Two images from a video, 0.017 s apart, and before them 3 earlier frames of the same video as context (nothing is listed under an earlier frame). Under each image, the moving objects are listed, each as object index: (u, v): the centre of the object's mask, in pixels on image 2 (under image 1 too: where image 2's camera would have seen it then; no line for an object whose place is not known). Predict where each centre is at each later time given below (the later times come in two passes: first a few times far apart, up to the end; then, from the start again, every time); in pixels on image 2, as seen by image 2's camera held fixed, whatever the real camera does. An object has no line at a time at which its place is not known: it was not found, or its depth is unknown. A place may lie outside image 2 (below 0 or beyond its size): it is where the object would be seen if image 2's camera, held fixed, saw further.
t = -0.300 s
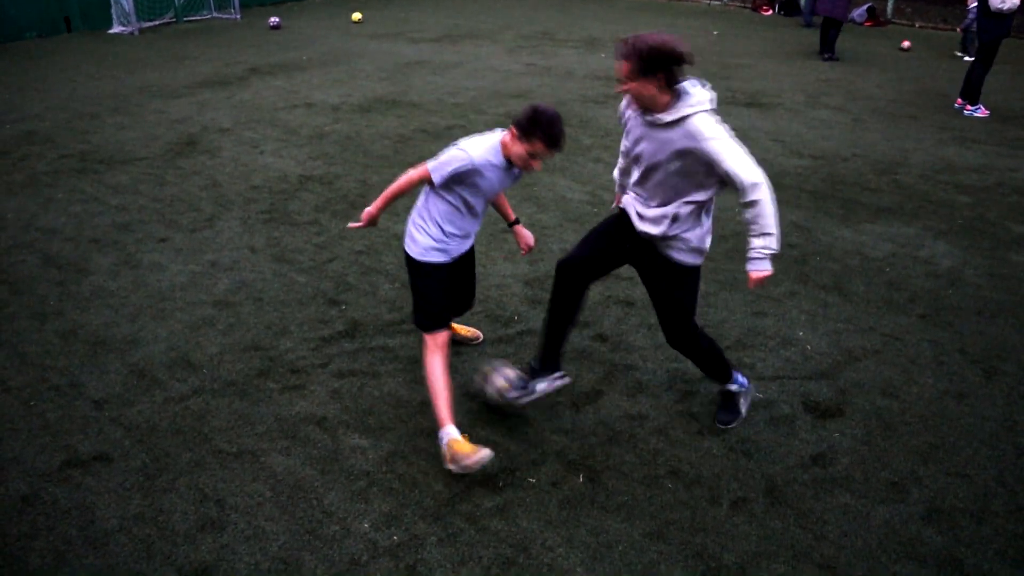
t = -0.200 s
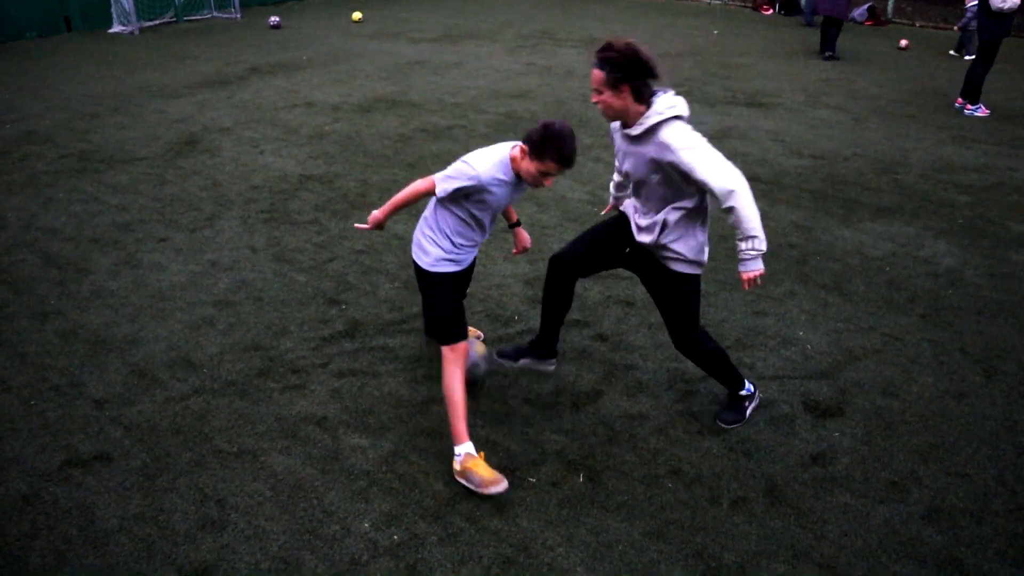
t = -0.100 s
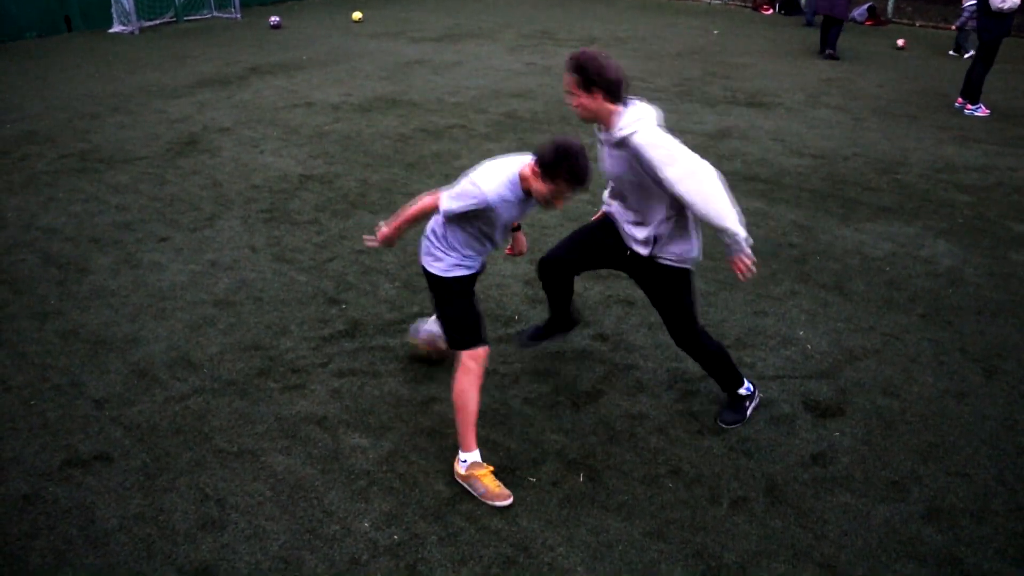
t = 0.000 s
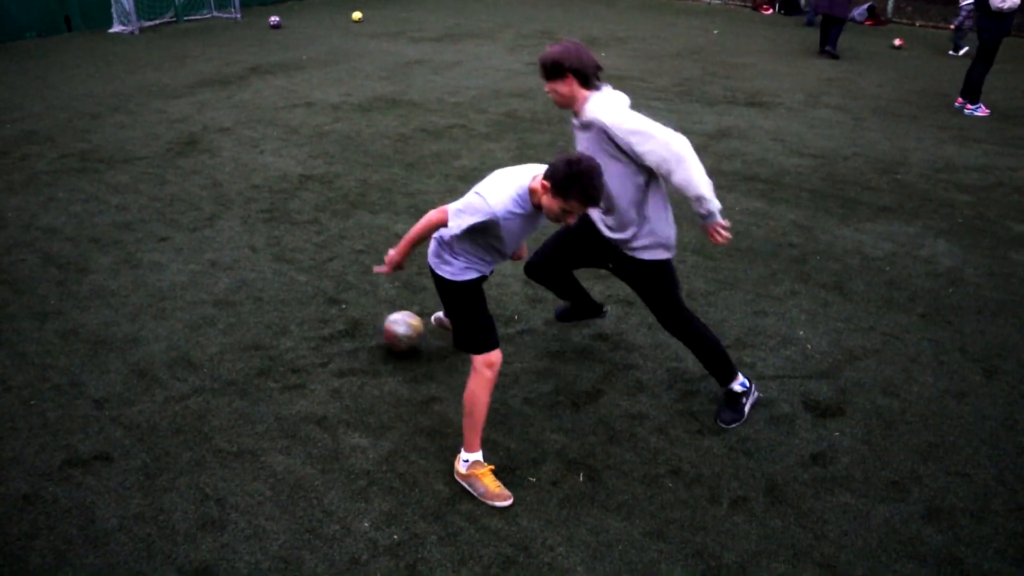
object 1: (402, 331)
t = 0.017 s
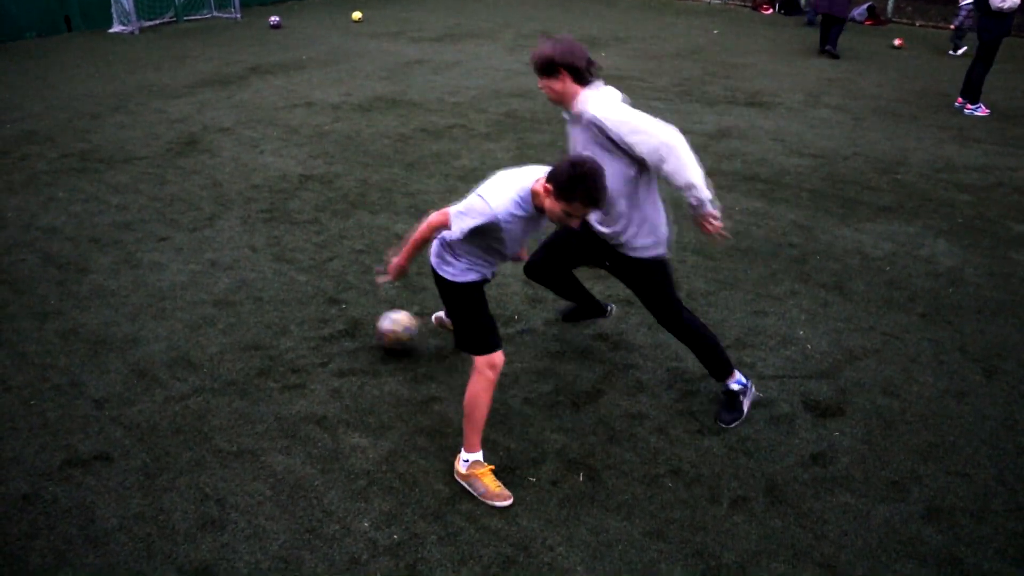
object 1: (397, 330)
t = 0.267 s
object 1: (335, 317)
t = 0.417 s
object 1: (301, 311)
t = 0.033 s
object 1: (393, 329)
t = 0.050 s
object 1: (389, 328)
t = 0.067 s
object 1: (385, 328)
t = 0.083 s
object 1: (381, 328)
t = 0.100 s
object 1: (376, 327)
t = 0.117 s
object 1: (371, 325)
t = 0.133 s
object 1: (367, 324)
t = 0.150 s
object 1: (364, 323)
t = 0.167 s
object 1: (360, 322)
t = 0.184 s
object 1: (355, 321)
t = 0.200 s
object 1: (352, 321)
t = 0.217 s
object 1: (346, 319)
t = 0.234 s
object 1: (344, 318)
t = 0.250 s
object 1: (339, 318)
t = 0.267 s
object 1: (335, 317)
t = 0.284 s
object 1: (332, 317)
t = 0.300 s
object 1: (329, 317)
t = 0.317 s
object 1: (326, 316)
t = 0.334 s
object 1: (319, 315)
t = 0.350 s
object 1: (317, 314)
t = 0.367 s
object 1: (313, 313)
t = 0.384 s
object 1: (309, 311)
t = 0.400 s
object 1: (305, 312)
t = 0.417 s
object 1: (301, 311)
